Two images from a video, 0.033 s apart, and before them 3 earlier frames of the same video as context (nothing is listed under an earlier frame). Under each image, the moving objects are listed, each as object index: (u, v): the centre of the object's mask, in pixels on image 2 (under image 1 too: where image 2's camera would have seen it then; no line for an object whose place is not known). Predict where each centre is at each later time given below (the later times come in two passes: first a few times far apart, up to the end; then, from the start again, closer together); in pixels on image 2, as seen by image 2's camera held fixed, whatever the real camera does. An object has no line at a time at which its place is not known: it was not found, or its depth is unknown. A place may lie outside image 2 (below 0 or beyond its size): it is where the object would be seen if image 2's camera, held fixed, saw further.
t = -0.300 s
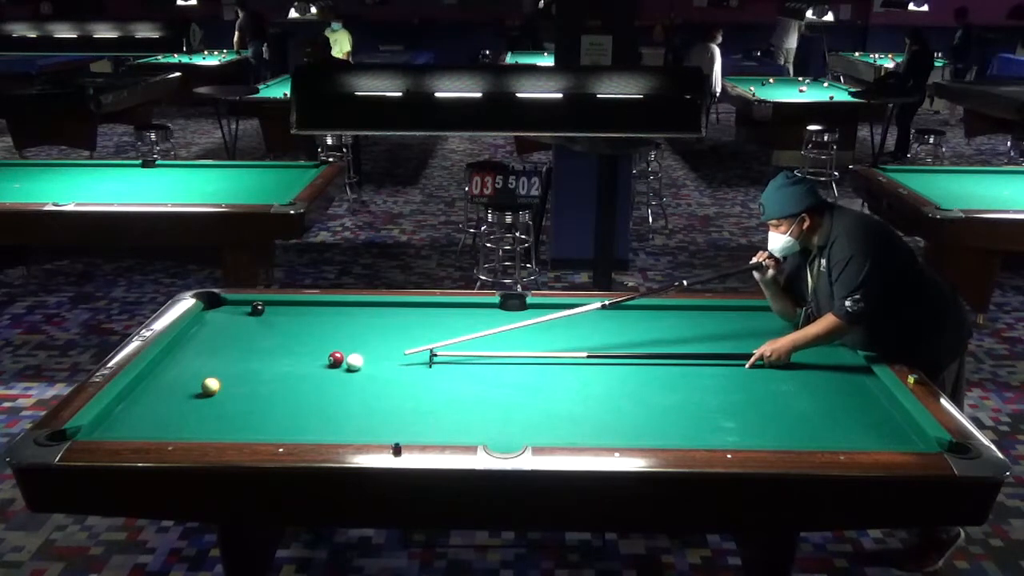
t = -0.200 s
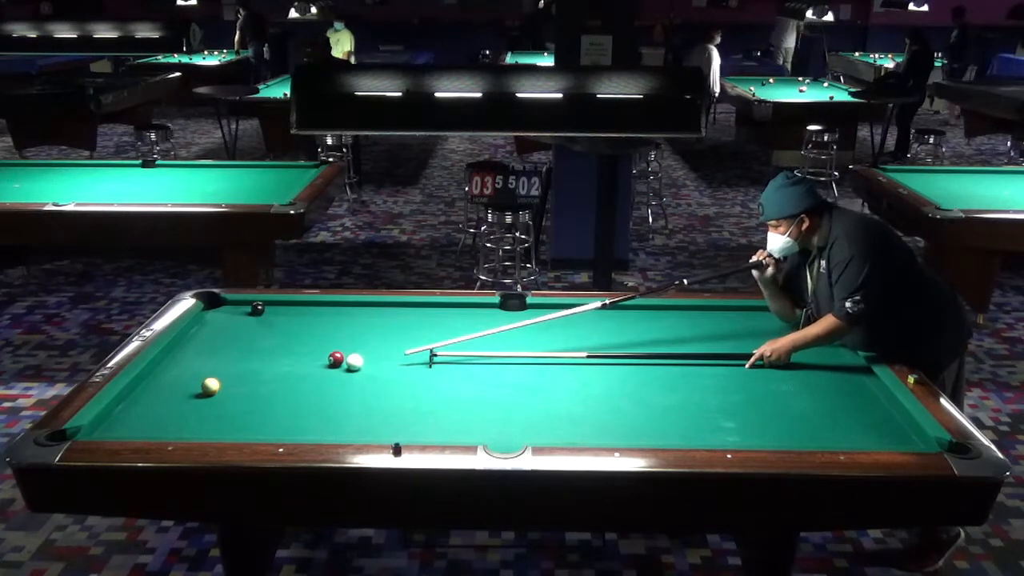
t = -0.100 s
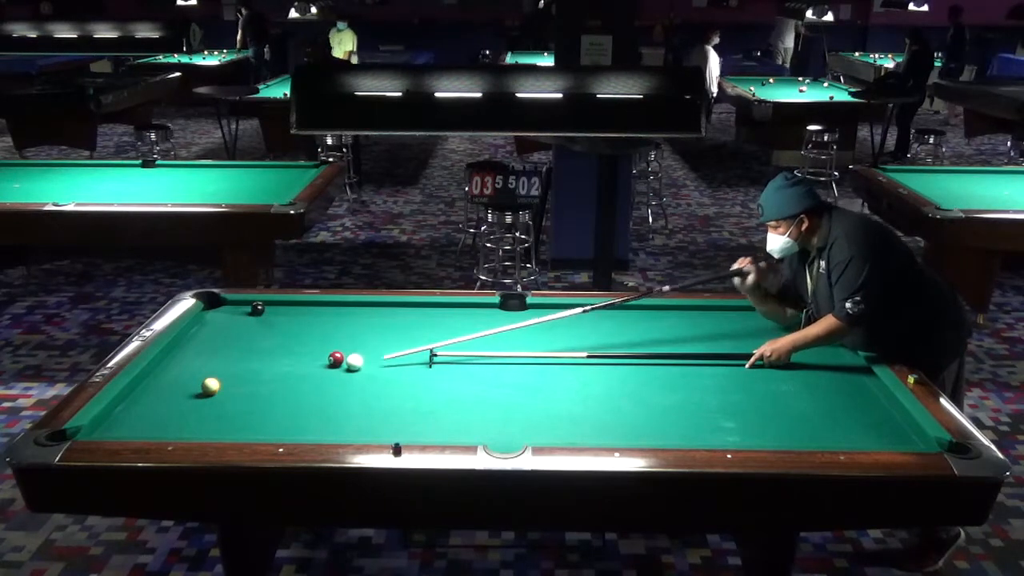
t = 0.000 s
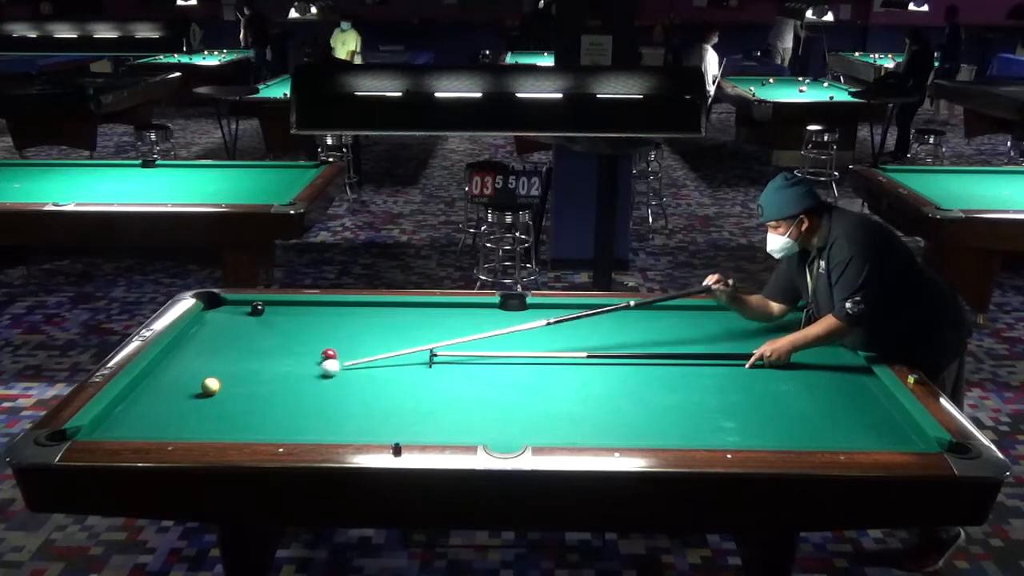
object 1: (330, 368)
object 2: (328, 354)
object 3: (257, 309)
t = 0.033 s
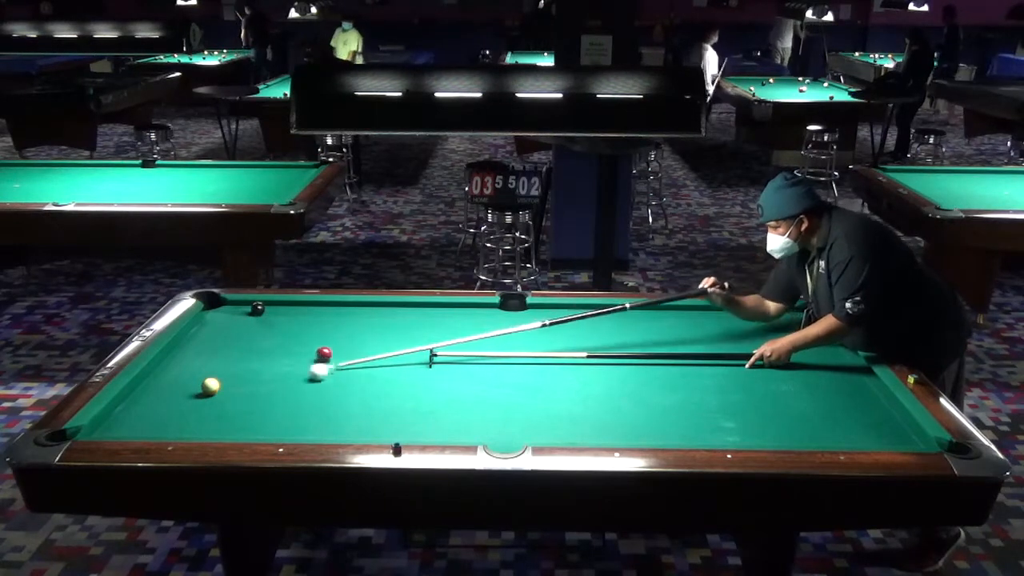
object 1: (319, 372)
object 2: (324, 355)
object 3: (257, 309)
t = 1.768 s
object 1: (182, 381)
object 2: (246, 306)
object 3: (257, 309)
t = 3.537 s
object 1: (303, 332)
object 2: (248, 307)
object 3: (286, 315)
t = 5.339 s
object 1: (357, 308)
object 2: (248, 307)
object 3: (286, 315)
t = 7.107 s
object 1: (365, 304)
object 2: (248, 308)
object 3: (286, 315)
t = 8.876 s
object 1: (365, 304)
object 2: (248, 307)
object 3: (286, 315)
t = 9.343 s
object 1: (365, 304)
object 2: (249, 308)
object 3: (286, 315)
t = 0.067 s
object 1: (306, 376)
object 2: (319, 353)
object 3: (257, 309)
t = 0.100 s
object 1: (296, 379)
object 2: (315, 351)
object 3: (257, 309)
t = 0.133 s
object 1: (285, 383)
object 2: (311, 350)
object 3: (257, 309)
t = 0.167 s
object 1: (275, 386)
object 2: (307, 348)
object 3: (257, 309)
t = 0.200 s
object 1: (266, 390)
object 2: (302, 347)
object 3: (257, 309)
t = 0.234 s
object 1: (257, 393)
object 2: (298, 345)
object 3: (257, 309)
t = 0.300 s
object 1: (242, 399)
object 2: (290, 342)
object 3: (257, 309)
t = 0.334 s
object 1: (234, 402)
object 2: (287, 340)
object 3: (257, 309)
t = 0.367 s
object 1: (226, 405)
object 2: (283, 339)
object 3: (257, 309)
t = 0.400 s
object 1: (219, 408)
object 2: (279, 337)
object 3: (257, 309)
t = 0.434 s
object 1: (211, 411)
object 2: (275, 336)
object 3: (257, 309)
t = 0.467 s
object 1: (202, 415)
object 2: (271, 334)
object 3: (257, 309)
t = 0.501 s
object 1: (195, 418)
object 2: (268, 333)
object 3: (257, 309)
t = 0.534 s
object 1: (186, 421)
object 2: (264, 332)
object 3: (257, 309)
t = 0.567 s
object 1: (178, 424)
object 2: (261, 330)
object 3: (257, 309)
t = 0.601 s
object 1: (170, 426)
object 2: (257, 329)
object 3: (257, 309)
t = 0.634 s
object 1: (163, 428)
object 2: (254, 327)
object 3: (257, 309)
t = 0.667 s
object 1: (155, 430)
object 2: (250, 326)
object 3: (257, 309)
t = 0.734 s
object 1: (146, 428)
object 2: (244, 323)
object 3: (257, 309)
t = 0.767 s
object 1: (143, 426)
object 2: (240, 322)
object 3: (257, 309)
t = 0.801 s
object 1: (140, 425)
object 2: (237, 321)
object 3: (257, 309)
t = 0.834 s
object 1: (137, 423)
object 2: (234, 320)
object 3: (257, 309)
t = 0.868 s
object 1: (134, 422)
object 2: (230, 318)
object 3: (257, 309)
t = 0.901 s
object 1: (130, 421)
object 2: (227, 317)
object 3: (257, 309)
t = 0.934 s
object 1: (127, 419)
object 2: (224, 316)
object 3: (257, 309)
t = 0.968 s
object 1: (124, 418)
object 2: (221, 314)
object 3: (257, 309)
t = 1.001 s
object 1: (122, 415)
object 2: (218, 313)
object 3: (257, 309)
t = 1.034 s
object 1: (118, 414)
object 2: (215, 312)
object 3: (257, 309)
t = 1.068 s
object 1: (116, 412)
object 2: (211, 311)
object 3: (257, 309)
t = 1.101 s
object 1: (113, 410)
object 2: (209, 310)
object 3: (257, 309)
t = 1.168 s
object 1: (116, 407)
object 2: (211, 308)
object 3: (257, 309)
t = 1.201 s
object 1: (121, 405)
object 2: (214, 308)
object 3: (257, 309)
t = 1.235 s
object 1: (124, 404)
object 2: (217, 307)
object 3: (257, 309)
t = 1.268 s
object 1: (129, 402)
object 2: (219, 306)
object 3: (257, 309)
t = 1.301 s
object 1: (133, 400)
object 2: (221, 306)
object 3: (257, 309)
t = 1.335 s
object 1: (136, 399)
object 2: (224, 305)
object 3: (257, 309)
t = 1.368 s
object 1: (140, 397)
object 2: (226, 305)
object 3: (257, 309)
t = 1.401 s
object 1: (144, 396)
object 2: (228, 304)
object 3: (257, 309)
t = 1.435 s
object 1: (148, 394)
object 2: (232, 303)
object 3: (257, 309)
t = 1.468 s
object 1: (151, 393)
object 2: (233, 303)
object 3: (257, 309)
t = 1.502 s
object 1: (155, 391)
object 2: (235, 304)
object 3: (257, 309)
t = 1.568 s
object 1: (162, 389)
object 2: (238, 305)
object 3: (257, 309)
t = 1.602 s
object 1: (165, 388)
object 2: (239, 305)
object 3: (257, 309)
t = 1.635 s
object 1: (169, 386)
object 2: (241, 305)
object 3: (257, 309)
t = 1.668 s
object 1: (173, 385)
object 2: (242, 306)
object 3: (257, 309)
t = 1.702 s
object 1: (176, 383)
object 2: (244, 306)
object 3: (256, 309)
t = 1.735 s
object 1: (179, 382)
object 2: (245, 306)
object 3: (256, 309)
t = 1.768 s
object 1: (182, 381)
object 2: (246, 306)
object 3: (257, 309)
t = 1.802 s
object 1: (185, 379)
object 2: (247, 306)
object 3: (257, 309)
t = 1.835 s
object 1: (188, 378)
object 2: (247, 307)
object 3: (258, 309)
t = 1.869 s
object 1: (192, 377)
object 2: (247, 307)
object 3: (259, 309)
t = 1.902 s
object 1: (195, 376)
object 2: (248, 307)
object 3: (260, 310)
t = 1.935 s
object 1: (198, 374)
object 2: (248, 307)
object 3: (261, 310)
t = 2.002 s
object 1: (204, 372)
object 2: (248, 307)
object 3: (264, 310)
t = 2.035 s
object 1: (207, 370)
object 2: (249, 307)
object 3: (265, 310)
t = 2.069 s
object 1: (209, 369)
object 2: (248, 307)
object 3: (265, 311)
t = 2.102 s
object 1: (213, 368)
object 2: (249, 307)
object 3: (266, 311)
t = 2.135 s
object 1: (215, 367)
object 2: (249, 307)
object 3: (267, 311)
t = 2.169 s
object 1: (218, 366)
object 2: (249, 307)
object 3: (268, 311)
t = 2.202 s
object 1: (220, 365)
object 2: (249, 307)
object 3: (269, 311)
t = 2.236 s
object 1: (223, 364)
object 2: (249, 307)
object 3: (269, 311)
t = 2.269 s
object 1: (226, 363)
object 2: (249, 307)
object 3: (270, 312)
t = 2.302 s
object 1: (228, 362)
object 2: (249, 307)
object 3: (271, 312)
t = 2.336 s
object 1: (231, 361)
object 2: (249, 307)
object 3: (272, 312)
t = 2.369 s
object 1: (234, 360)
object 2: (248, 307)
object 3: (272, 312)
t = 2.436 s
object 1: (238, 358)
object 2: (249, 307)
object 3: (274, 312)
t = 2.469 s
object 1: (241, 357)
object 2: (249, 307)
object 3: (274, 312)
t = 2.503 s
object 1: (243, 356)
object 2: (248, 308)
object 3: (275, 312)
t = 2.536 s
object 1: (246, 355)
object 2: (248, 307)
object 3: (275, 312)
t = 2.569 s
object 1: (248, 354)
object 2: (248, 307)
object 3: (276, 313)
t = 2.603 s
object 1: (250, 353)
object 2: (248, 307)
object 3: (276, 313)
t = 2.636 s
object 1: (252, 352)
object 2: (248, 308)
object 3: (277, 313)
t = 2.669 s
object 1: (255, 351)
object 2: (248, 308)
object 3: (278, 313)
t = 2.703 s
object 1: (257, 350)
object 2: (248, 307)
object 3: (278, 313)
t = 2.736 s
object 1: (259, 350)
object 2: (248, 307)
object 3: (279, 313)
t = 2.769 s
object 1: (261, 349)
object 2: (248, 307)
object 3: (280, 313)
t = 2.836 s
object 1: (265, 347)
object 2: (248, 308)
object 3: (281, 313)
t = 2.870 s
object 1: (268, 346)
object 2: (248, 307)
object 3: (281, 314)
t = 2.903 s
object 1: (270, 345)
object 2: (248, 308)
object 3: (281, 314)
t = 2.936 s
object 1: (272, 345)
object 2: (248, 308)
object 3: (282, 314)
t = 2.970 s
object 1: (273, 344)
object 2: (248, 307)
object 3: (282, 314)
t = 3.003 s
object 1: (276, 343)
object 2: (248, 307)
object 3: (282, 314)
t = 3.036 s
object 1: (278, 342)
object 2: (248, 307)
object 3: (283, 314)
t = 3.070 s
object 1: (279, 341)
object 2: (248, 307)
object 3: (283, 314)
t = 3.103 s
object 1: (281, 341)
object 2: (248, 307)
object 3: (283, 314)
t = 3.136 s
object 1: (283, 340)
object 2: (248, 307)
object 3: (284, 314)
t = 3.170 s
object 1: (285, 339)
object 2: (248, 307)
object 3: (284, 314)
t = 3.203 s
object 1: (287, 339)
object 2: (248, 307)
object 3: (284, 314)
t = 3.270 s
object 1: (290, 337)
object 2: (248, 307)
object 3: (285, 314)
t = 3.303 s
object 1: (292, 336)
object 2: (248, 307)
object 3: (285, 314)
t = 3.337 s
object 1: (293, 336)
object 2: (248, 307)
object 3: (285, 314)
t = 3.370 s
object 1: (295, 335)
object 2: (248, 308)
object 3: (285, 315)
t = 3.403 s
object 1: (296, 334)
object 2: (248, 307)
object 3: (285, 315)
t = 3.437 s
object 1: (298, 334)
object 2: (248, 307)
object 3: (285, 315)
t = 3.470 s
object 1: (300, 333)
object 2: (248, 308)
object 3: (285, 315)
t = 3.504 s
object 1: (301, 332)
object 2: (248, 307)
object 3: (286, 314)
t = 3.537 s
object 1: (303, 332)
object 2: (248, 307)
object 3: (286, 315)
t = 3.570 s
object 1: (305, 331)
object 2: (248, 308)
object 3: (286, 315)
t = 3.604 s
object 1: (306, 330)
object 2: (248, 308)
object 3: (286, 315)
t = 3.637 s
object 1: (307, 330)
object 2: (248, 307)
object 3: (286, 314)
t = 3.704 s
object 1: (310, 328)
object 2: (248, 307)
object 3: (286, 315)
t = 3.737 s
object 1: (312, 328)
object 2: (248, 307)
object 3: (286, 315)
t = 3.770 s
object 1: (313, 327)
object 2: (248, 307)
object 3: (286, 315)
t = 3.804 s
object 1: (314, 327)
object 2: (248, 307)
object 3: (286, 314)
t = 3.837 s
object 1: (316, 326)
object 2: (248, 307)
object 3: (286, 315)
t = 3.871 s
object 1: (317, 326)
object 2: (248, 307)
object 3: (286, 315)
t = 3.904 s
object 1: (318, 325)
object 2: (248, 307)
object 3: (286, 315)
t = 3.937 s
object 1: (320, 324)
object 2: (248, 307)
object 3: (286, 315)
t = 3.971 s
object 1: (321, 324)
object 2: (248, 307)
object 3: (286, 315)
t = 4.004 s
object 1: (322, 323)
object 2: (248, 308)
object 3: (286, 315)
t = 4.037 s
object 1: (323, 323)
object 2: (248, 307)
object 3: (286, 315)
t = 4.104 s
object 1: (326, 322)
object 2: (248, 307)
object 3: (286, 315)
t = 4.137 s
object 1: (327, 321)
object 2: (248, 307)
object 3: (286, 315)
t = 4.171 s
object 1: (328, 321)
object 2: (248, 307)
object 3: (286, 315)
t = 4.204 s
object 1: (329, 321)
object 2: (248, 307)
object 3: (286, 315)
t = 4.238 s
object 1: (330, 320)
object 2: (248, 307)
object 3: (286, 315)
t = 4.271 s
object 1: (331, 319)
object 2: (248, 307)
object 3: (286, 315)
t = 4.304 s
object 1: (332, 319)
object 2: (248, 307)
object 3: (286, 315)
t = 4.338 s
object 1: (333, 319)
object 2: (248, 307)
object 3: (286, 315)
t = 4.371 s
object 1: (334, 318)
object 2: (248, 307)
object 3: (286, 315)
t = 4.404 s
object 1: (335, 318)
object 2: (248, 307)
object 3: (286, 315)
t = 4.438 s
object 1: (336, 317)
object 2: (248, 307)
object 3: (286, 315)
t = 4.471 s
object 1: (337, 317)
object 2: (248, 307)
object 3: (286, 315)
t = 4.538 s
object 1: (339, 316)
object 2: (248, 307)
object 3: (286, 315)
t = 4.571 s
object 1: (340, 316)
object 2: (248, 307)
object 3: (286, 315)
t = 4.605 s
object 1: (341, 315)
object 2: (248, 307)
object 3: (286, 315)
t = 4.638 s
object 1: (342, 315)
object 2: (248, 307)
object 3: (286, 315)
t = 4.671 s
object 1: (343, 315)
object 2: (248, 307)
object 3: (286, 315)
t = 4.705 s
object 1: (344, 314)
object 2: (248, 307)
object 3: (286, 315)
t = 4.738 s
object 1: (345, 314)
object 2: (248, 307)
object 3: (286, 315)
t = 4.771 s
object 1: (345, 314)
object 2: (248, 307)
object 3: (286, 315)
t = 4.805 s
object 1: (346, 313)
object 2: (248, 307)
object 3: (286, 315)
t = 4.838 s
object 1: (347, 313)
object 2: (248, 307)
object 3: (286, 315)
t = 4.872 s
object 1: (348, 312)
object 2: (248, 307)
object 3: (286, 315)
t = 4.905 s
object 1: (349, 312)
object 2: (248, 307)
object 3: (286, 315)
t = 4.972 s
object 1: (350, 311)
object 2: (248, 307)
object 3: (286, 315)
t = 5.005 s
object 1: (351, 311)
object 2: (248, 307)
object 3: (286, 315)
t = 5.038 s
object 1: (351, 311)
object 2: (248, 307)
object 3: (286, 315)
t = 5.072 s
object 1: (352, 311)
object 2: (248, 307)
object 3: (286, 315)
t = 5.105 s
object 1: (353, 310)
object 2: (248, 307)
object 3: (286, 315)
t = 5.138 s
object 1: (353, 310)
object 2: (248, 307)
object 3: (286, 315)
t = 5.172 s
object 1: (354, 310)
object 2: (248, 307)
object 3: (286, 315)
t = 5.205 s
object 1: (354, 309)
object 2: (248, 307)
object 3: (286, 315)
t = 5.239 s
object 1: (355, 309)
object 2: (248, 307)
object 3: (286, 315)
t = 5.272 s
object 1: (356, 309)
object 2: (248, 307)
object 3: (286, 315)
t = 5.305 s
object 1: (356, 308)
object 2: (248, 307)
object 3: (286, 315)
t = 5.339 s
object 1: (357, 308)
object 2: (248, 307)
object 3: (286, 315)
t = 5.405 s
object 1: (358, 308)
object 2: (248, 307)
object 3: (286, 315)
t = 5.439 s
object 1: (358, 308)
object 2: (248, 307)
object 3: (286, 315)
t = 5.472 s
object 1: (359, 308)
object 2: (248, 307)
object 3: (286, 315)
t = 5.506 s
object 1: (359, 307)
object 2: (248, 307)
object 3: (286, 315)
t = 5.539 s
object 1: (360, 307)
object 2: (248, 307)
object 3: (286, 315)
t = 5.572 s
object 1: (360, 307)
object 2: (248, 307)
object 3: (286, 315)
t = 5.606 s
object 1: (361, 307)
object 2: (248, 307)
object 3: (286, 315)
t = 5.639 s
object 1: (361, 306)
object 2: (248, 307)
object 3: (286, 315)
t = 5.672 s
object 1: (361, 306)
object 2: (248, 307)
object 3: (286, 315)
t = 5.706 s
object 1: (362, 306)
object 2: (248, 307)
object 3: (286, 315)
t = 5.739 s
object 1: (362, 306)
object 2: (248, 307)
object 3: (286, 315)
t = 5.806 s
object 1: (363, 306)
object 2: (248, 307)
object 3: (286, 315)
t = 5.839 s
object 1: (363, 306)
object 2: (248, 307)
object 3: (286, 315)
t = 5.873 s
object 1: (364, 305)
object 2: (248, 307)
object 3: (286, 315)
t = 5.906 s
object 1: (364, 305)
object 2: (248, 307)
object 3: (286, 315)
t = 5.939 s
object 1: (364, 305)
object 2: (248, 307)
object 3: (286, 315)
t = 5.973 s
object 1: (364, 305)
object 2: (248, 307)
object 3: (286, 315)
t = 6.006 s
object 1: (365, 305)
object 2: (248, 307)
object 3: (286, 315)
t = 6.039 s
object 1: (365, 305)
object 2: (248, 307)
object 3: (286, 315)
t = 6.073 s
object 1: (365, 305)
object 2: (248, 307)
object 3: (286, 315)
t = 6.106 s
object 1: (365, 304)
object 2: (248, 307)
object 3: (286, 315)
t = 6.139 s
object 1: (365, 304)
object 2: (248, 307)
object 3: (286, 315)
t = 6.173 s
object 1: (365, 304)
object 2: (248, 307)
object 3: (286, 315)
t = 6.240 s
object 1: (365, 304)
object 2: (248, 307)
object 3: (286, 315)
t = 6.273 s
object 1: (365, 305)
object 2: (248, 307)
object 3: (286, 315)
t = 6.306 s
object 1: (365, 305)
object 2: (248, 307)
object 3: (286, 315)
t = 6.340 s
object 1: (365, 305)
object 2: (248, 307)
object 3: (286, 315)
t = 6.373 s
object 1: (365, 305)
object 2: (248, 307)
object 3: (286, 315)
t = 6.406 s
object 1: (365, 305)
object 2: (248, 307)
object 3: (286, 315)
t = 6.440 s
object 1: (365, 304)
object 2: (248, 307)
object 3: (286, 315)
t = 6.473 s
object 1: (365, 304)
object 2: (248, 307)
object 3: (286, 315)
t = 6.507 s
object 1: (365, 304)
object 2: (248, 307)
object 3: (286, 315)
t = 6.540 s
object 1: (365, 305)
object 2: (248, 307)
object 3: (286, 315)
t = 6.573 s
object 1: (365, 305)
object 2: (248, 307)
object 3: (286, 315)
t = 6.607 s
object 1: (365, 305)
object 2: (248, 307)
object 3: (286, 315)
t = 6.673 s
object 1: (365, 304)
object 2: (248, 307)
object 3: (286, 315)
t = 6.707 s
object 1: (365, 304)
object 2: (248, 307)
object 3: (286, 315)
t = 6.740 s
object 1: (365, 304)
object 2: (248, 307)
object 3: (286, 315)
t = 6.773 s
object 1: (365, 305)
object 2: (248, 307)
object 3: (286, 315)
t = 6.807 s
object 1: (365, 304)
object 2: (248, 307)
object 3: (286, 315)
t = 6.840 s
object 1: (365, 304)
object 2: (248, 307)
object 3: (286, 315)
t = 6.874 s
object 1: (365, 304)
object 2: (248, 307)
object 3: (286, 315)
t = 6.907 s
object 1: (365, 304)
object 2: (248, 307)
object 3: (286, 315)
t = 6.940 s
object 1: (365, 304)
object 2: (248, 307)
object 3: (286, 315)
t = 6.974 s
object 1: (365, 304)
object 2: (248, 307)
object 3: (286, 315)
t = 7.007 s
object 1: (365, 304)
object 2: (248, 307)
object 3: (286, 315)
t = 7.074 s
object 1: (365, 304)
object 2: (248, 307)
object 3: (286, 315)
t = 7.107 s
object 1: (365, 304)
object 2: (248, 308)
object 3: (286, 315)
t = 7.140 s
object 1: (365, 304)
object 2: (248, 307)
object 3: (286, 315)
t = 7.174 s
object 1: (365, 304)
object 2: (248, 307)
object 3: (286, 315)
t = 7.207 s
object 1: (365, 304)
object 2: (248, 307)
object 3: (286, 315)
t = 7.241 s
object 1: (365, 304)
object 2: (248, 307)
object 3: (286, 315)
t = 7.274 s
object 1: (365, 304)
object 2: (248, 307)
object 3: (286, 315)
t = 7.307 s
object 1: (365, 304)
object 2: (248, 307)
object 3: (286, 315)
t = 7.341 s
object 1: (365, 304)
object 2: (248, 307)
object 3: (286, 315)
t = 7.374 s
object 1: (365, 304)
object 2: (248, 307)
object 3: (286, 315)
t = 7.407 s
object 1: (365, 304)
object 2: (248, 307)
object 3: (286, 315)
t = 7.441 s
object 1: (365, 304)
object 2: (248, 308)
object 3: (286, 315)
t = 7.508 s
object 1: (365, 304)
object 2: (248, 308)
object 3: (286, 315)
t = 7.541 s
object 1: (365, 304)
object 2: (248, 307)
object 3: (286, 315)
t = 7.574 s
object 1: (365, 304)
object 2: (248, 308)
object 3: (286, 315)
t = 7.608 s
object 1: (365, 304)
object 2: (248, 307)
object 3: (286, 315)
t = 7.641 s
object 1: (365, 304)
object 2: (248, 307)
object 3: (286, 315)
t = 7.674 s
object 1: (365, 304)
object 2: (248, 307)
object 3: (286, 315)
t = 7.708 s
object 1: (365, 304)
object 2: (248, 308)
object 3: (286, 315)
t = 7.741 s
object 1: (365, 304)
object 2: (248, 307)
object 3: (286, 315)
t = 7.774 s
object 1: (365, 304)
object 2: (248, 307)
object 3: (286, 315)
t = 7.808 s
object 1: (365, 304)
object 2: (248, 307)
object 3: (286, 315)
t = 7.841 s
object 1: (365, 304)
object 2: (248, 308)
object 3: (286, 315)
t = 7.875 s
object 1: (365, 304)
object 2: (248, 307)
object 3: (286, 315)
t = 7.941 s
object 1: (365, 304)
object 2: (248, 307)
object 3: (286, 315)
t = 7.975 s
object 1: (365, 304)
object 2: (248, 307)
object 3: (286, 315)
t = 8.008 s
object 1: (365, 304)
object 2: (248, 307)
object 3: (286, 315)
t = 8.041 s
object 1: (365, 304)
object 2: (248, 307)
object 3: (286, 315)
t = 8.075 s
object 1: (365, 304)
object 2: (248, 307)
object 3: (286, 315)
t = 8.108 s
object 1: (365, 304)
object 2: (248, 307)
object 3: (286, 315)
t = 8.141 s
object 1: (365, 304)
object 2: (248, 308)
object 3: (286, 315)
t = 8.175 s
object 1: (365, 304)
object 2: (248, 307)
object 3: (286, 315)
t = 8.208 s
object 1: (365, 304)
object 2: (248, 307)
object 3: (286, 315)
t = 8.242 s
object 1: (365, 304)
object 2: (248, 308)
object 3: (286, 315)
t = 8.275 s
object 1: (365, 304)
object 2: (248, 307)
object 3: (286, 315)
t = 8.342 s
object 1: (365, 304)
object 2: (248, 307)
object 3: (286, 315)
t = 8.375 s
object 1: (365, 304)
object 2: (248, 308)
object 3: (286, 315)
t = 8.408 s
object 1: (365, 305)
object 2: (248, 308)
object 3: (286, 315)
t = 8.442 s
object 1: (365, 304)
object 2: (248, 308)
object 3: (286, 315)
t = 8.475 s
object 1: (365, 304)
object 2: (249, 308)
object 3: (286, 315)
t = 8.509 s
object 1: (365, 304)
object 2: (248, 307)
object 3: (286, 315)
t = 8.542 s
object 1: (365, 304)
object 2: (248, 307)
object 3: (286, 315)
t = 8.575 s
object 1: (365, 304)
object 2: (248, 307)
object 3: (286, 315)
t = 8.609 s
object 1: (365, 304)
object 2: (248, 307)
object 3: (286, 315)
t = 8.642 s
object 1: (365, 304)
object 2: (248, 307)
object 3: (286, 315)
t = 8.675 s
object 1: (365, 304)
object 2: (248, 307)
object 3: (286, 315)
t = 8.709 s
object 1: (365, 304)
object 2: (248, 308)
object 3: (286, 315)
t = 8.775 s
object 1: (365, 304)
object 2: (248, 308)
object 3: (286, 315)
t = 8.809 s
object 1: (365, 304)
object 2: (248, 308)
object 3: (286, 315)
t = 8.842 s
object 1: (365, 304)
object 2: (248, 307)
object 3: (286, 315)
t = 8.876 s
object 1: (365, 304)
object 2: (248, 307)
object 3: (286, 315)
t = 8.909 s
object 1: (365, 304)
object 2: (248, 307)
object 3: (286, 315)
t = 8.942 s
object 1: (365, 304)
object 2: (248, 307)
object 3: (286, 315)
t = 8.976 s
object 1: (365, 304)
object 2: (248, 308)
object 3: (286, 315)
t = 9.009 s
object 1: (365, 304)
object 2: (248, 307)
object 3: (286, 315)
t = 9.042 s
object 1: (365, 304)
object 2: (248, 308)
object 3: (286, 315)
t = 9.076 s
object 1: (365, 304)
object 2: (248, 307)
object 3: (286, 315)
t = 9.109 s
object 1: (365, 304)
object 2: (248, 308)
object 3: (286, 315)
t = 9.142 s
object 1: (365, 304)
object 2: (248, 308)
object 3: (286, 315)
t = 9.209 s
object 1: (365, 304)
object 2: (248, 307)
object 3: (286, 315)
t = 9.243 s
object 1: (365, 304)
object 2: (249, 308)
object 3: (286, 315)
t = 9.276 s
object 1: (365, 304)
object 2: (249, 308)
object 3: (286, 315)
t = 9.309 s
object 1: (365, 304)
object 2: (249, 308)
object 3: (286, 315)
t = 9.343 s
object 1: (365, 304)
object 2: (249, 308)
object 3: (286, 315)
